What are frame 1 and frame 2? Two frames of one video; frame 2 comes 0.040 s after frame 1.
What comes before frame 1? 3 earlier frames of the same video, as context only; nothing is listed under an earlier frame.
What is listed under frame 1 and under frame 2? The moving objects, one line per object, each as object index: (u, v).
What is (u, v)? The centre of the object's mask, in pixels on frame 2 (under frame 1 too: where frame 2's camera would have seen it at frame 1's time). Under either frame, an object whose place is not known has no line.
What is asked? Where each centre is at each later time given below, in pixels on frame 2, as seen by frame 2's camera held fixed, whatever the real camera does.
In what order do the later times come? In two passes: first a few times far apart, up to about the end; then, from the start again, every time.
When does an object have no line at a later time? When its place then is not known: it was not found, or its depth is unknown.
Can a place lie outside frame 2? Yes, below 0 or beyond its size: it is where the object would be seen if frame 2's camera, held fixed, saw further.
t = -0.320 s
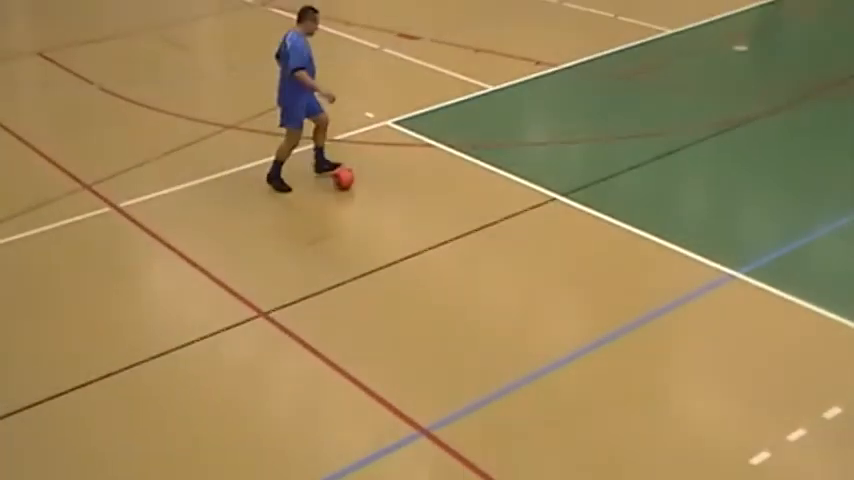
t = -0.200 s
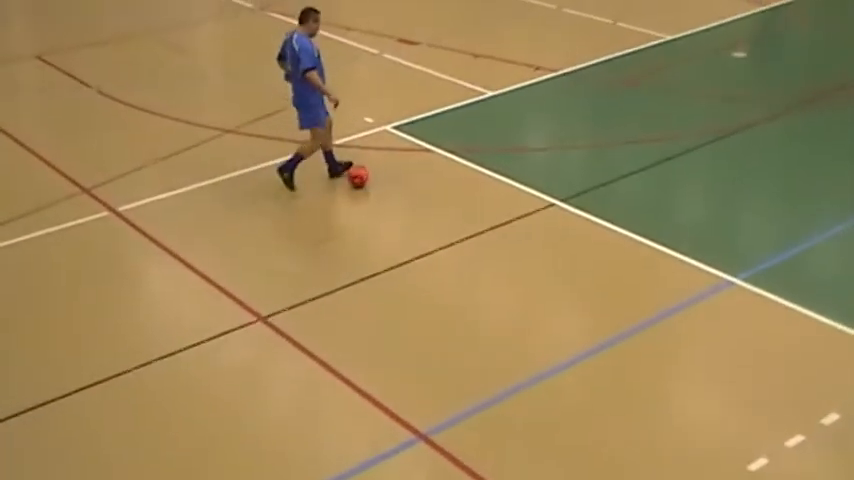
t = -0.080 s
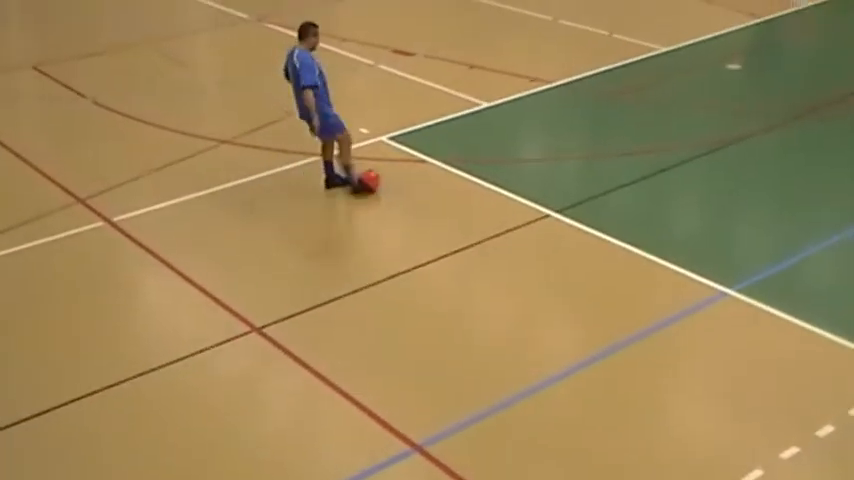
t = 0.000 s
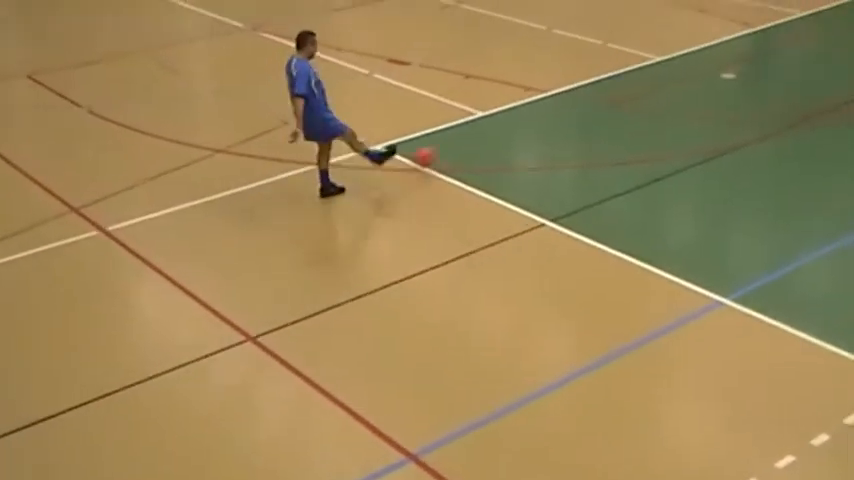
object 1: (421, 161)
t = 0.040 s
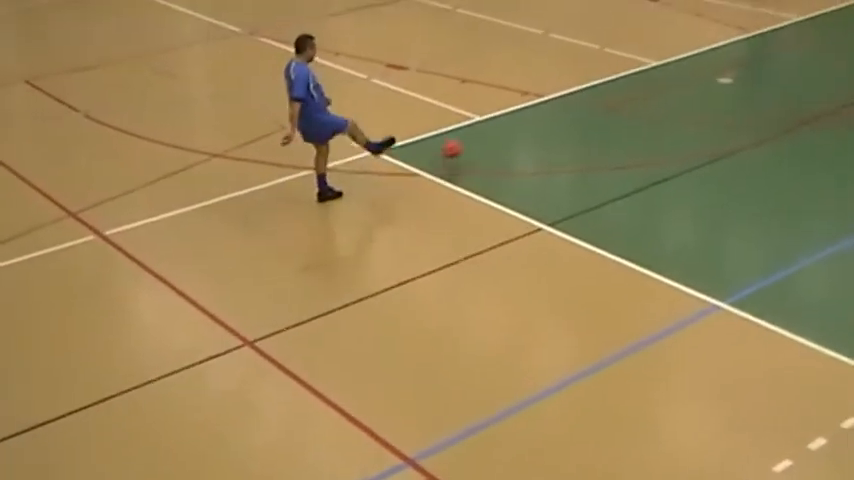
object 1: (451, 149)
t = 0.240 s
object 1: (574, 105)
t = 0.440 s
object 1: (661, 68)
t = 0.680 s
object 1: (734, 33)
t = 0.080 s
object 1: (479, 137)
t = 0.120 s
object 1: (505, 128)
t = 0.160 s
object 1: (530, 119)
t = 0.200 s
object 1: (554, 115)
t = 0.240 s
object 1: (574, 105)
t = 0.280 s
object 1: (594, 95)
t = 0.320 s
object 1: (612, 87)
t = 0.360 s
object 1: (629, 80)
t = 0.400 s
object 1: (646, 76)
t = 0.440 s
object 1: (661, 68)
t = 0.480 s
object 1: (676, 62)
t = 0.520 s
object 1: (688, 55)
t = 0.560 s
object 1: (701, 52)
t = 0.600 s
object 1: (712, 45)
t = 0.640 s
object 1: (723, 38)
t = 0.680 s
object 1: (734, 33)
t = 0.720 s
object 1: (744, 31)
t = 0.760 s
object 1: (753, 27)
